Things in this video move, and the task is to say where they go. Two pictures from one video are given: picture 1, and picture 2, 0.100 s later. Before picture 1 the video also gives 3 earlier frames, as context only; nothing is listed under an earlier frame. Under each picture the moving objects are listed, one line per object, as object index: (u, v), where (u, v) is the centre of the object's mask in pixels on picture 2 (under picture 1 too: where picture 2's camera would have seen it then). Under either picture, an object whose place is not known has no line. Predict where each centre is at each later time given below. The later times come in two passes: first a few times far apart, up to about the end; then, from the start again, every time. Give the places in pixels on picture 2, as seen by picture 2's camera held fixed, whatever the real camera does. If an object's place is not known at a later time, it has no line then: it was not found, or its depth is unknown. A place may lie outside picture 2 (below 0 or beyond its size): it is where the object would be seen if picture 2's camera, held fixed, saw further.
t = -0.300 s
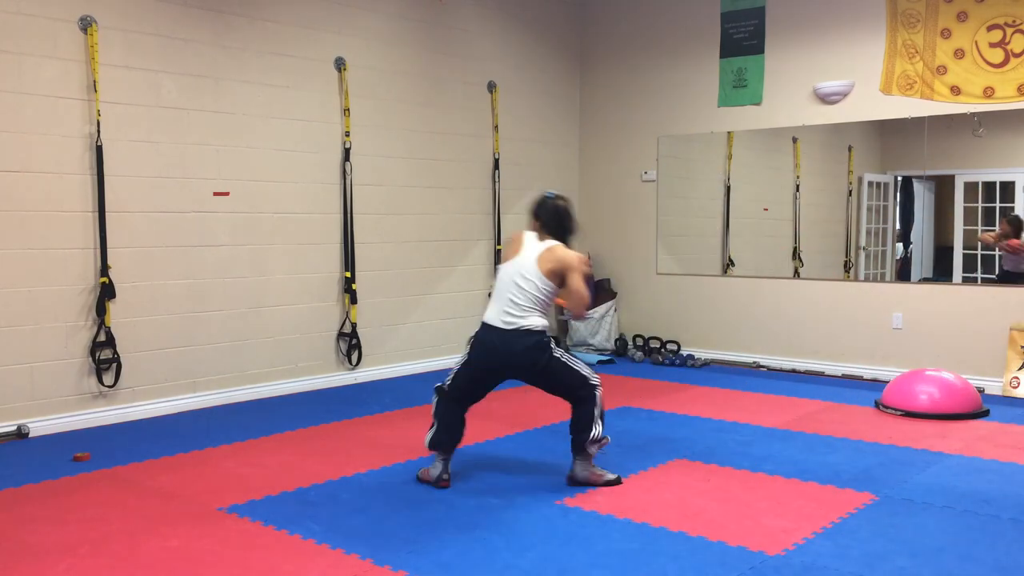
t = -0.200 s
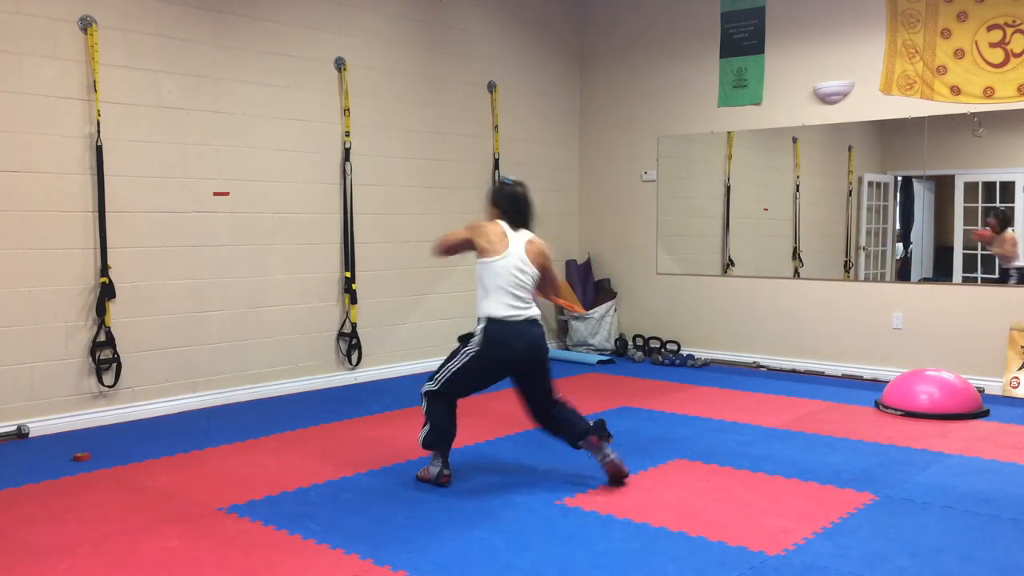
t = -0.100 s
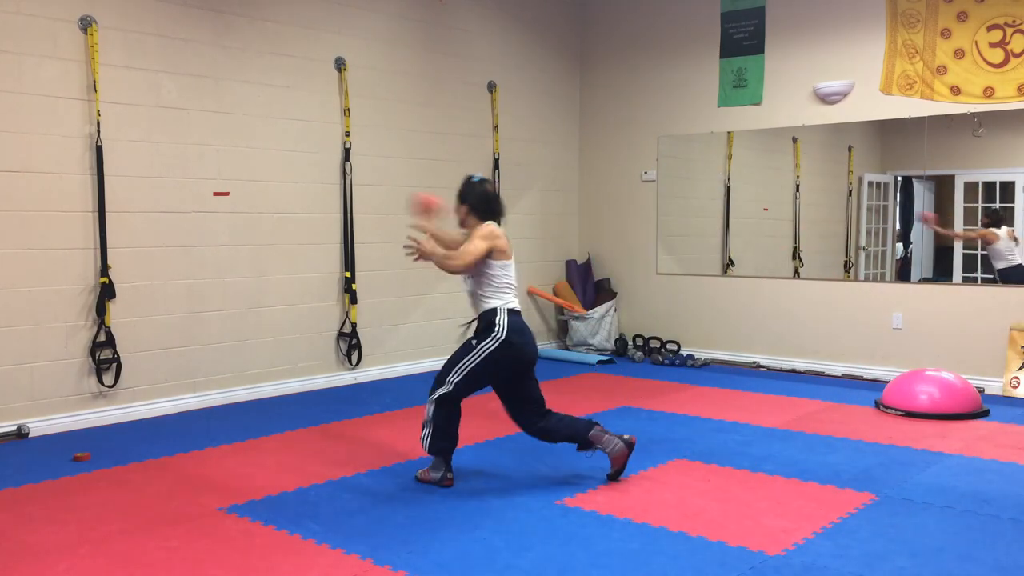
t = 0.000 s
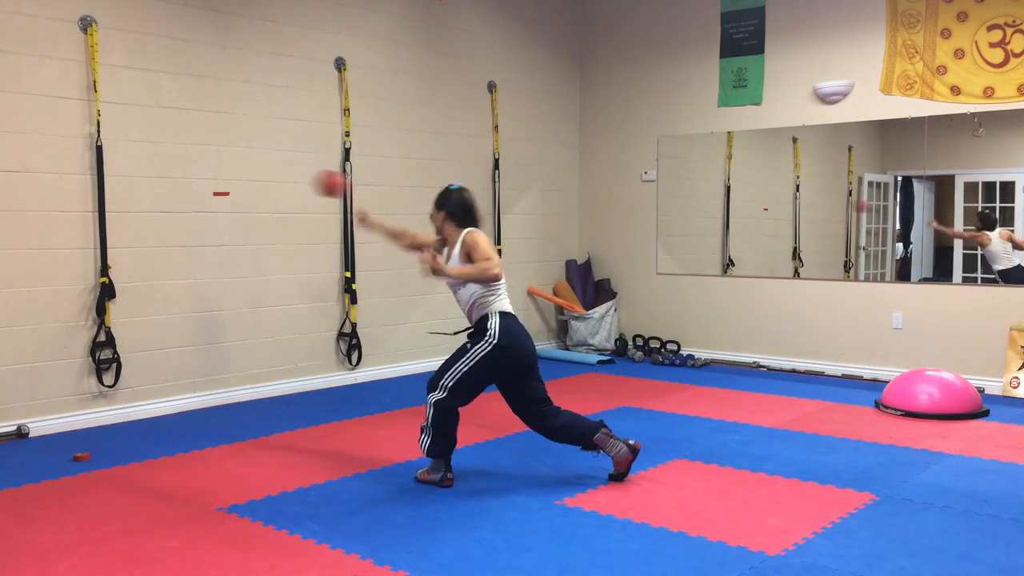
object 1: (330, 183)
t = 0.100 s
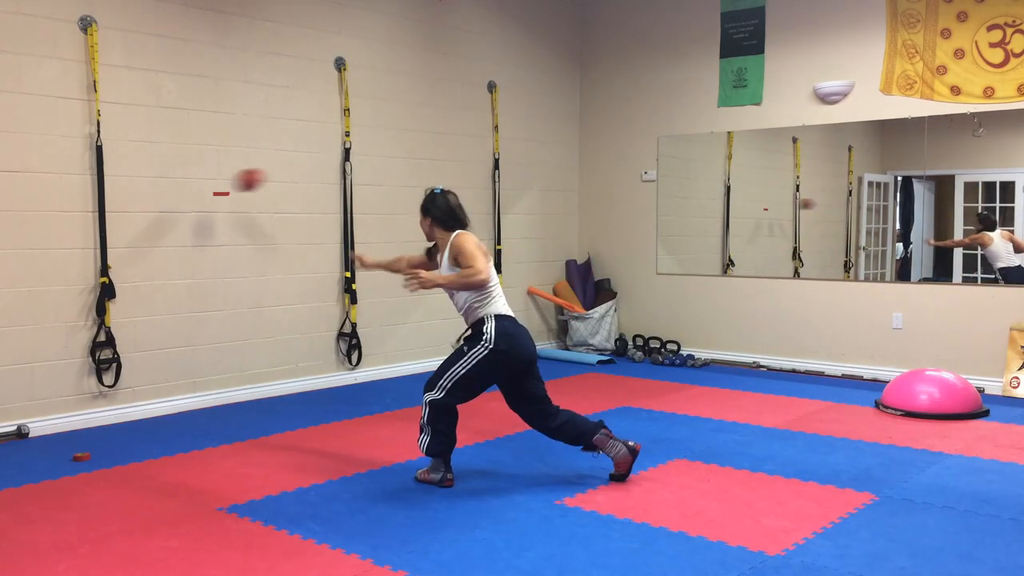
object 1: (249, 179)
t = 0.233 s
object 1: (208, 188)
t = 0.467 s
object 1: (225, 247)
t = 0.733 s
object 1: (246, 400)
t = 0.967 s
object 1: (262, 400)
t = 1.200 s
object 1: (274, 409)
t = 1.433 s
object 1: (284, 415)
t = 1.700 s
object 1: (295, 419)
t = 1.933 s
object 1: (301, 424)
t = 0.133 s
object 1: (225, 182)
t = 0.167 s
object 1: (205, 186)
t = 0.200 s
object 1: (206, 186)
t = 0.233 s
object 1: (208, 188)
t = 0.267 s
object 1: (211, 191)
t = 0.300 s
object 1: (213, 195)
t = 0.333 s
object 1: (216, 202)
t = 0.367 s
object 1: (218, 211)
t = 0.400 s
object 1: (221, 221)
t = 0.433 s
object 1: (223, 233)
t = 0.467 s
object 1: (225, 247)
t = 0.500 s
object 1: (228, 263)
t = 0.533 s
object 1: (231, 280)
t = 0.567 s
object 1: (233, 299)
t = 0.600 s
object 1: (236, 321)
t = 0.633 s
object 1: (239, 345)
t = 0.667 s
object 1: (242, 369)
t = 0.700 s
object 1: (244, 397)
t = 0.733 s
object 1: (246, 400)
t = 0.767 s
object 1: (249, 395)
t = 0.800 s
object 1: (251, 392)
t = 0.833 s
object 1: (253, 390)
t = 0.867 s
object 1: (255, 389)
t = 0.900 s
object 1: (257, 391)
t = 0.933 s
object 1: (260, 395)
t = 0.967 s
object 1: (262, 400)
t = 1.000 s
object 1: (265, 407)
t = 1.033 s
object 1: (266, 406)
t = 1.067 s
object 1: (268, 404)
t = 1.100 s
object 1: (270, 404)
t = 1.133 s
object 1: (272, 407)
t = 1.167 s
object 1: (273, 410)
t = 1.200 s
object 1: (274, 409)
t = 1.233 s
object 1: (275, 410)
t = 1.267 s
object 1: (276, 412)
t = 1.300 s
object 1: (277, 413)
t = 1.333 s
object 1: (279, 413)
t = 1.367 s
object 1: (280, 414)
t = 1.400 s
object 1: (282, 415)
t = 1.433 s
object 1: (284, 415)
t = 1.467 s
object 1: (285, 415)
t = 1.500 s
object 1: (287, 415)
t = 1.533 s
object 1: (288, 416)
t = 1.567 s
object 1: (290, 417)
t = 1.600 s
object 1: (291, 418)
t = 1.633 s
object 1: (293, 418)
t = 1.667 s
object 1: (294, 419)
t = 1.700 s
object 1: (295, 419)
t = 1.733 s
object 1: (296, 420)
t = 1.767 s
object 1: (297, 421)
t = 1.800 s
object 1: (298, 422)
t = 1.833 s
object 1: (299, 422)
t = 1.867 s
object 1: (299, 422)
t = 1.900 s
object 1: (300, 423)
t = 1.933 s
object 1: (301, 424)
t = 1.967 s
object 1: (302, 425)
